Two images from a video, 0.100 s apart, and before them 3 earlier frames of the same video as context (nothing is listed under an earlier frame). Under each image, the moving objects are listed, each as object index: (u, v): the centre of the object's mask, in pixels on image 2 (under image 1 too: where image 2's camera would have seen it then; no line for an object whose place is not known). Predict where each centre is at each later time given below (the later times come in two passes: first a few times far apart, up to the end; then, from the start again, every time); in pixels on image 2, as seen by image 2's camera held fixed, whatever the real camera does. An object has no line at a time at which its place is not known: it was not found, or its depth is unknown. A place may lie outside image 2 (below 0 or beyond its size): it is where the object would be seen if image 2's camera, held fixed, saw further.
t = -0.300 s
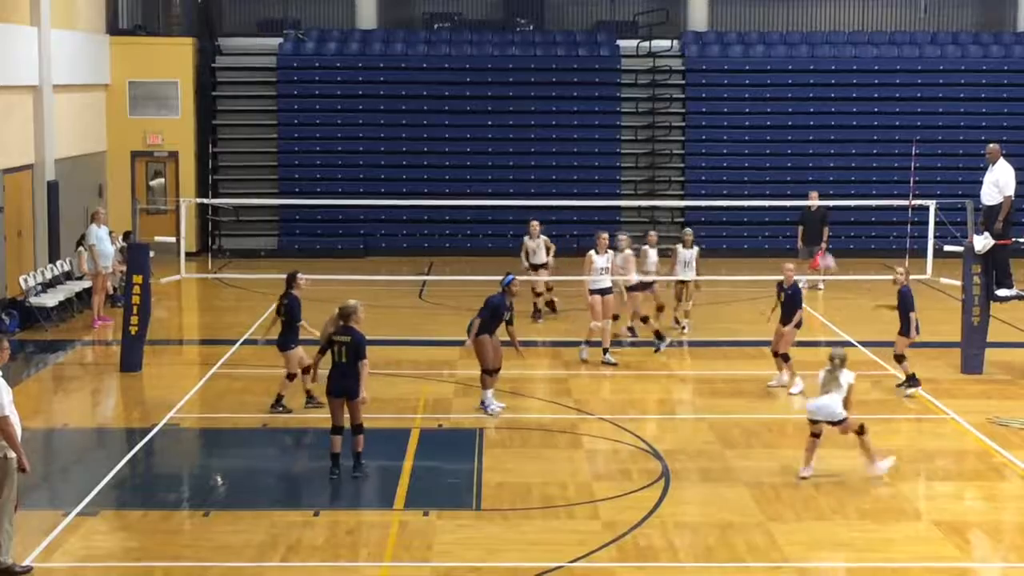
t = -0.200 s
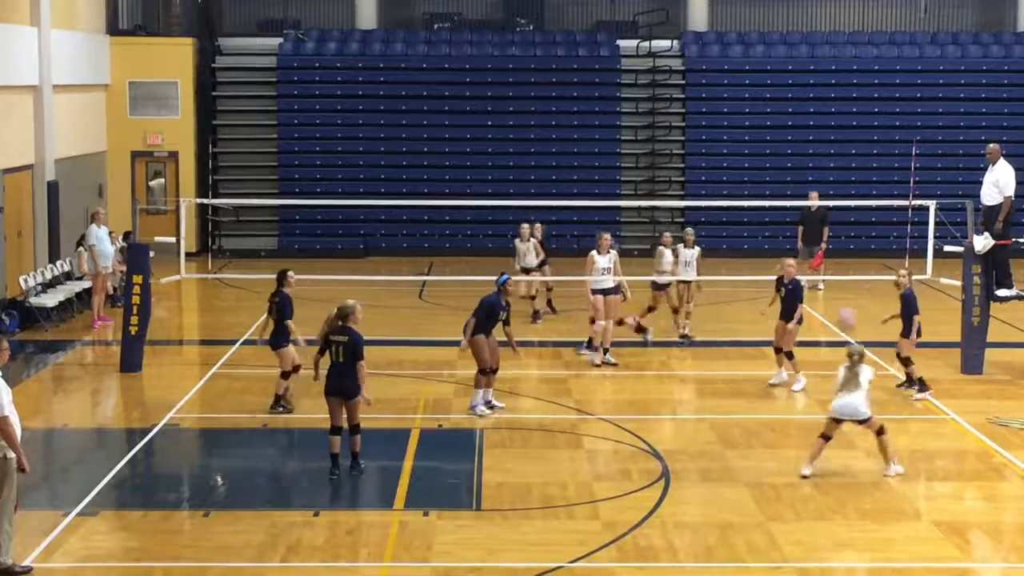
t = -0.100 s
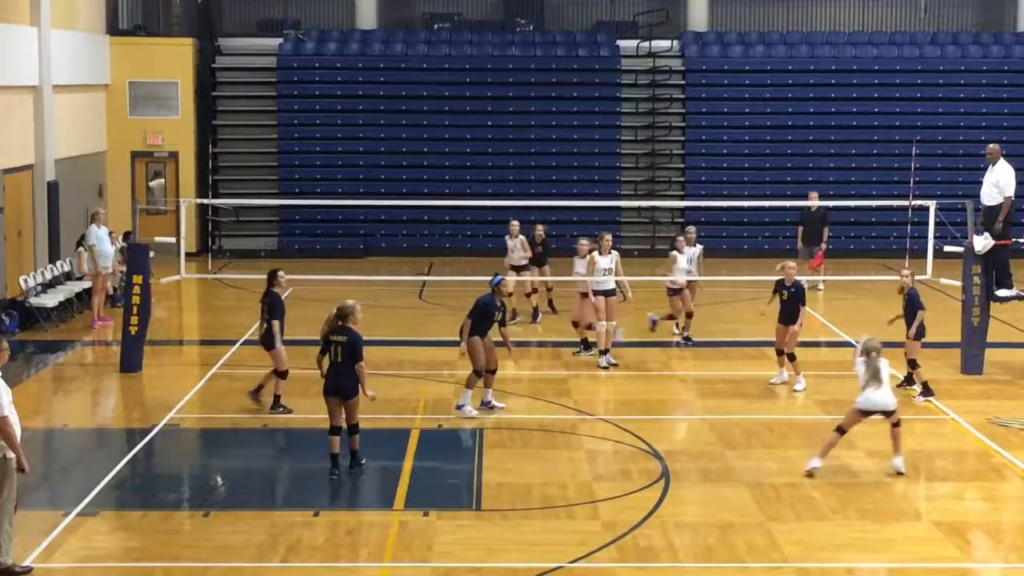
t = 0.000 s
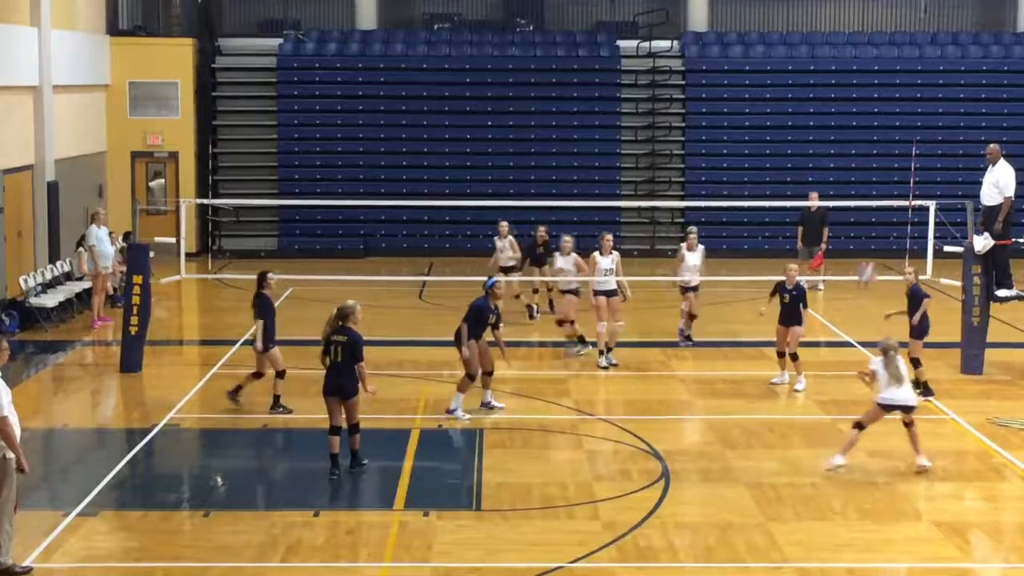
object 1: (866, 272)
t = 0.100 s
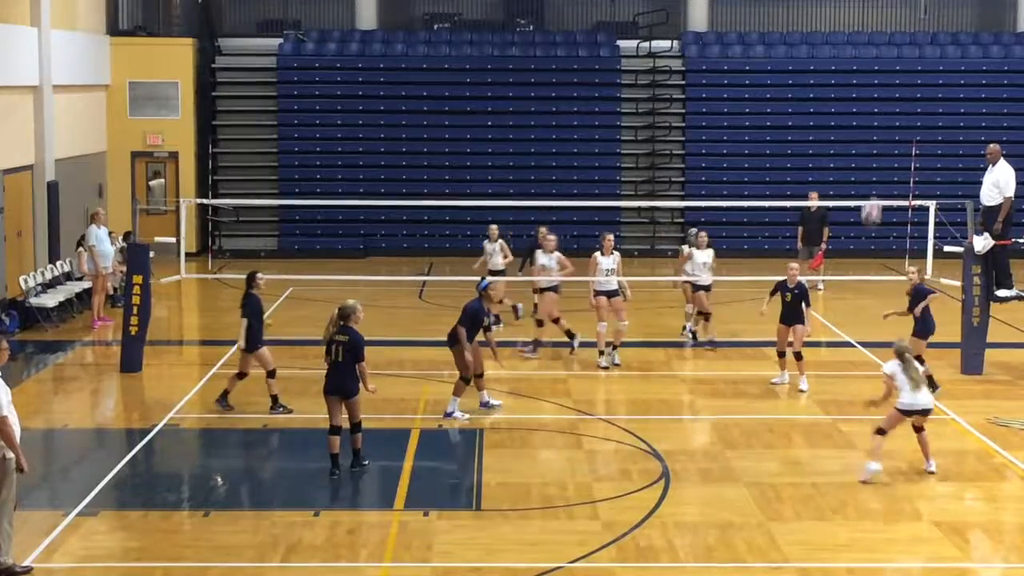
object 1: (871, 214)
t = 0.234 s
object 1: (875, 143)
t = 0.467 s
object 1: (880, 68)
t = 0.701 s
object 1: (882, 48)
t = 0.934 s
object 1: (883, 73)
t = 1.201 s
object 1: (882, 155)
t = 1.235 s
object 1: (882, 168)
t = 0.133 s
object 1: (872, 190)
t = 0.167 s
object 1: (873, 174)
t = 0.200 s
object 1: (874, 159)
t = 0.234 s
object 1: (875, 143)
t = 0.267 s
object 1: (876, 130)
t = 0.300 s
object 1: (877, 116)
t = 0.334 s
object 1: (878, 105)
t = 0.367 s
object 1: (879, 94)
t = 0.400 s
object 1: (879, 85)
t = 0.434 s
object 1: (880, 77)
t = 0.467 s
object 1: (880, 68)
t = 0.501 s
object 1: (880, 63)
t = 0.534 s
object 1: (881, 59)
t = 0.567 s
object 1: (881, 54)
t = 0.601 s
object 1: (882, 50)
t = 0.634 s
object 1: (882, 49)
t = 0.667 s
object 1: (882, 48)
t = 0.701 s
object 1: (882, 48)
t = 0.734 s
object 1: (883, 49)
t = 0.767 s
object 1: (883, 50)
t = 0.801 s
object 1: (883, 53)
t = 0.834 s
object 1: (883, 56)
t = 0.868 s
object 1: (883, 61)
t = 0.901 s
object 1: (883, 67)
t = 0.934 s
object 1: (883, 73)
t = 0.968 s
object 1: (883, 80)
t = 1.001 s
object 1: (883, 88)
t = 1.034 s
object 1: (884, 97)
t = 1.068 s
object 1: (883, 107)
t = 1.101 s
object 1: (883, 117)
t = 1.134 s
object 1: (883, 129)
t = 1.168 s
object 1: (883, 141)
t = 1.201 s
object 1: (882, 155)
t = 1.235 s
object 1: (882, 168)
